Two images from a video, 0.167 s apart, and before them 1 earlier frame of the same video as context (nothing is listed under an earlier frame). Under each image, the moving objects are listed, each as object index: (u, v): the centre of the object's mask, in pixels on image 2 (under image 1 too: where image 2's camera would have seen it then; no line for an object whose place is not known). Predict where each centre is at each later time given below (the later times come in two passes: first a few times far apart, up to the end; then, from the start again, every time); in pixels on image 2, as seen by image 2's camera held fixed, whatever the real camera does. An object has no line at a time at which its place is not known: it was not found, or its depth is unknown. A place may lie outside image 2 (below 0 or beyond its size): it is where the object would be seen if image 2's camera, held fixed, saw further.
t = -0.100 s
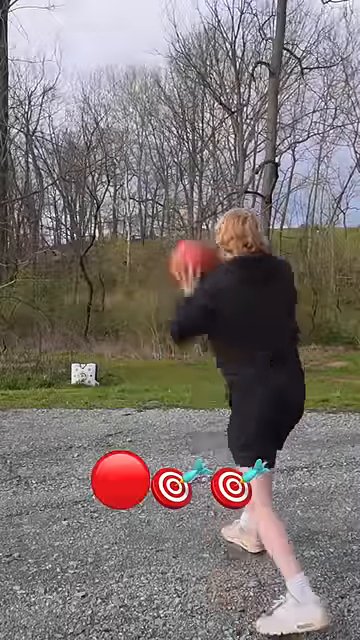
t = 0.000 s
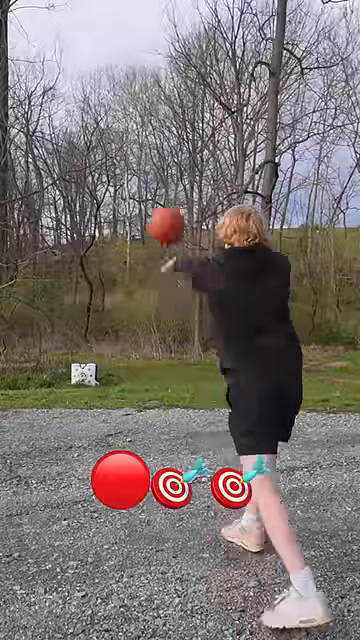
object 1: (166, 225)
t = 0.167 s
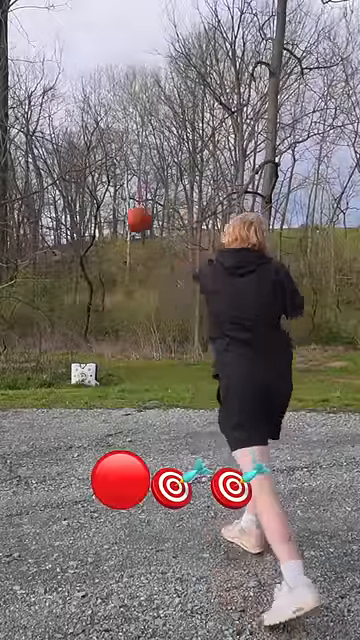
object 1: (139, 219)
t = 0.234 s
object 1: (132, 224)
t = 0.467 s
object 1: (114, 262)
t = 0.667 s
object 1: (107, 304)
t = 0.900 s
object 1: (104, 363)
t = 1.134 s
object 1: (103, 359)
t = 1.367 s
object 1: (104, 346)
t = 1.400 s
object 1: (104, 346)
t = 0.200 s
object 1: (135, 221)
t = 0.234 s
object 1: (132, 224)
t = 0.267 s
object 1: (131, 226)
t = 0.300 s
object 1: (126, 232)
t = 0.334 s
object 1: (123, 237)
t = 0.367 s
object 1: (121, 243)
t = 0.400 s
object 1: (117, 249)
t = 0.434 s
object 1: (117, 255)
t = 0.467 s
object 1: (114, 262)
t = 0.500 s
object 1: (113, 268)
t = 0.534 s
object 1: (111, 276)
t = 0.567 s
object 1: (111, 281)
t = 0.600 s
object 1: (108, 289)
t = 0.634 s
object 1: (107, 297)
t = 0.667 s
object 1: (107, 304)
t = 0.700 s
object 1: (105, 312)
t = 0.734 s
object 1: (105, 320)
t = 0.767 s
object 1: (105, 328)
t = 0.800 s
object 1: (104, 336)
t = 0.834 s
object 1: (104, 344)
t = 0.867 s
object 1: (104, 355)
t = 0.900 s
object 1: (104, 363)
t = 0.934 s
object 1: (102, 374)
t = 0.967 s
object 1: (103, 380)
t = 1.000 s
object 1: (103, 380)
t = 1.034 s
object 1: (102, 374)
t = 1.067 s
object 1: (100, 371)
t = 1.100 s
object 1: (100, 364)
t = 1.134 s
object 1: (103, 359)
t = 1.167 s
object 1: (102, 358)
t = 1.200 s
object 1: (103, 355)
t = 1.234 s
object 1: (103, 352)
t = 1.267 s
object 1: (104, 348)
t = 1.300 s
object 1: (104, 348)
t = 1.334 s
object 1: (104, 347)
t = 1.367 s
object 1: (104, 346)
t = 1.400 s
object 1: (104, 346)
